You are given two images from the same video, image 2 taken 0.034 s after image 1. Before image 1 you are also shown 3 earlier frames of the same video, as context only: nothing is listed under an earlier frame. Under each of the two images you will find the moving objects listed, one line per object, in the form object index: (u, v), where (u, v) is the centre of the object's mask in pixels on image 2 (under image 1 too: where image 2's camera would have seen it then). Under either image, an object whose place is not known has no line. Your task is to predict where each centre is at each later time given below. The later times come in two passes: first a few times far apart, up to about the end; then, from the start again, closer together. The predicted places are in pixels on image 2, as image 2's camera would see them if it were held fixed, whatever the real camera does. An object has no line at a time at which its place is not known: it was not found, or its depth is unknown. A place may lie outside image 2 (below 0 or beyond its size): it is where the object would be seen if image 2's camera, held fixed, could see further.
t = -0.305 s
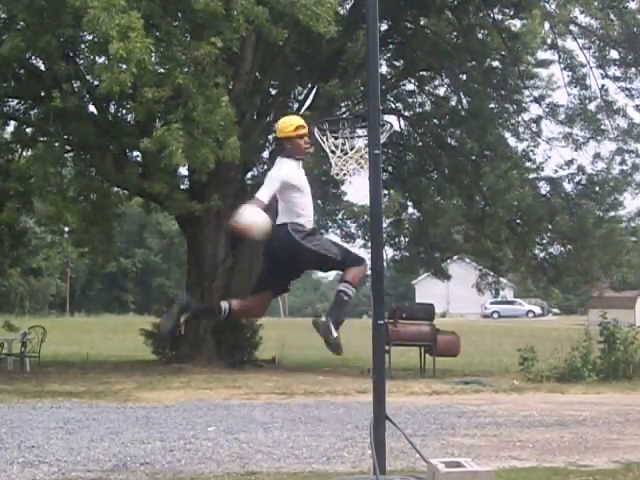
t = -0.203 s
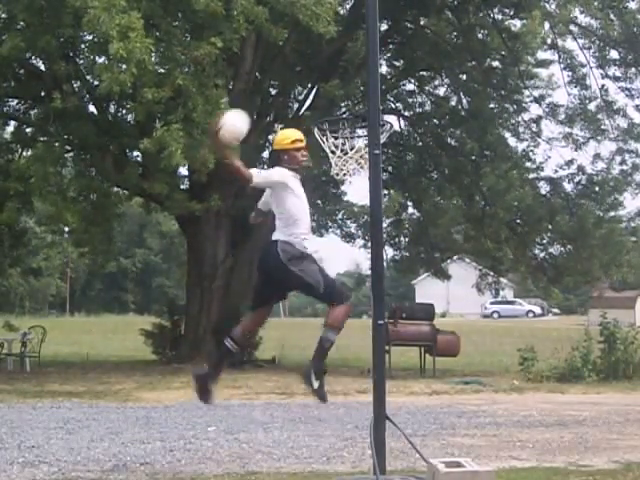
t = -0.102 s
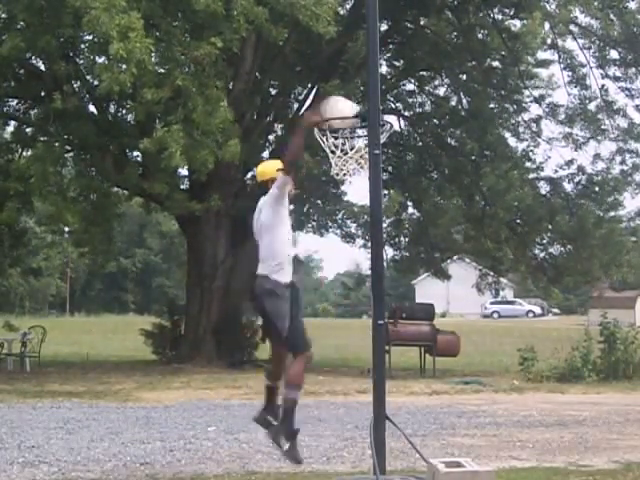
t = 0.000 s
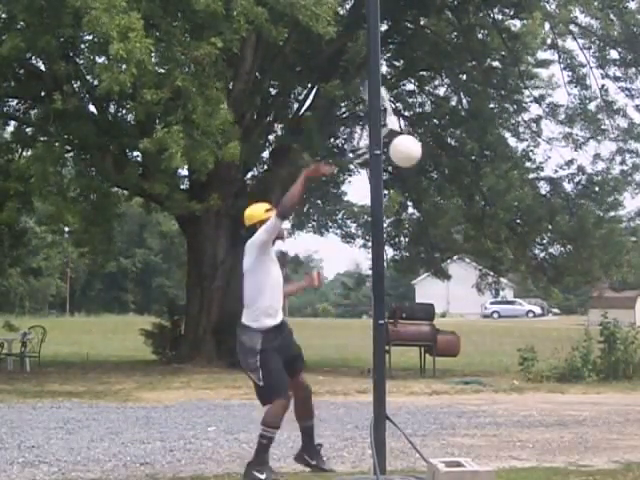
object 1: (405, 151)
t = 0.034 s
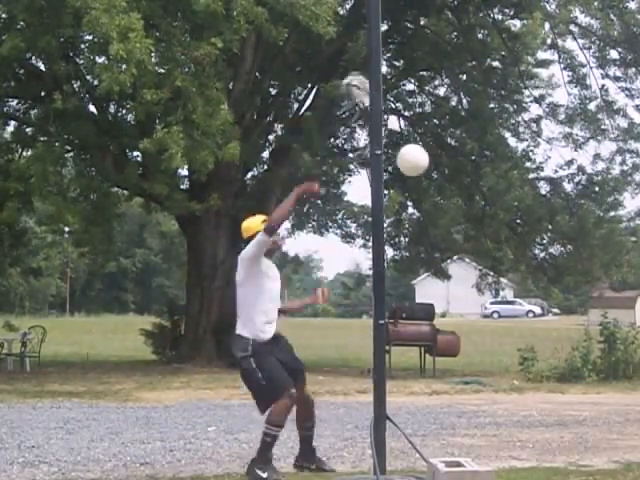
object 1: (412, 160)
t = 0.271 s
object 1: (460, 261)
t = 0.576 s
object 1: (513, 461)
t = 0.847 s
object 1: (423, 348)
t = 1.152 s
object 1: (329, 349)
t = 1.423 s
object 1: (255, 451)
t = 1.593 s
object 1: (221, 387)
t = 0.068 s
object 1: (420, 170)
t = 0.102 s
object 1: (426, 182)
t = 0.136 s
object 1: (434, 195)
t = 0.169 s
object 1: (440, 210)
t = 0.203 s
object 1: (447, 226)
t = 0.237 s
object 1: (454, 242)
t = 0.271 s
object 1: (460, 261)
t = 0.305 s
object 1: (467, 280)
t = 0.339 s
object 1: (474, 302)
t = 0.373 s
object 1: (481, 325)
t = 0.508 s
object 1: (510, 428)
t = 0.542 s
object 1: (517, 457)
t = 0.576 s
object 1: (513, 461)
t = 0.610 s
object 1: (502, 441)
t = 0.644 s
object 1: (489, 422)
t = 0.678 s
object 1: (478, 406)
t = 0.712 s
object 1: (467, 389)
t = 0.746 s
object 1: (456, 377)
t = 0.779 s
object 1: (445, 367)
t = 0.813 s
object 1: (434, 357)
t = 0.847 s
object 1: (423, 348)
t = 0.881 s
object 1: (411, 341)
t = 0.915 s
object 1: (401, 336)
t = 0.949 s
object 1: (393, 335)
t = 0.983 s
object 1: (388, 333)
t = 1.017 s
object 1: (364, 332)
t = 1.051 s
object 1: (359, 333)
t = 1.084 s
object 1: (350, 337)
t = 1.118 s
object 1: (340, 341)
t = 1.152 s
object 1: (329, 349)
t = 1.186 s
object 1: (319, 357)
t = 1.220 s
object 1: (310, 365)
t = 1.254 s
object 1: (300, 376)
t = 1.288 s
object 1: (291, 388)
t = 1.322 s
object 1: (283, 402)
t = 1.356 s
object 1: (273, 417)
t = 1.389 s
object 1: (264, 433)
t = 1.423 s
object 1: (255, 451)
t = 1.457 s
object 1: (247, 441)
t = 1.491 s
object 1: (240, 426)
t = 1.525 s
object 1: (234, 412)
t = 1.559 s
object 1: (228, 398)
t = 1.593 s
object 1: (221, 387)
